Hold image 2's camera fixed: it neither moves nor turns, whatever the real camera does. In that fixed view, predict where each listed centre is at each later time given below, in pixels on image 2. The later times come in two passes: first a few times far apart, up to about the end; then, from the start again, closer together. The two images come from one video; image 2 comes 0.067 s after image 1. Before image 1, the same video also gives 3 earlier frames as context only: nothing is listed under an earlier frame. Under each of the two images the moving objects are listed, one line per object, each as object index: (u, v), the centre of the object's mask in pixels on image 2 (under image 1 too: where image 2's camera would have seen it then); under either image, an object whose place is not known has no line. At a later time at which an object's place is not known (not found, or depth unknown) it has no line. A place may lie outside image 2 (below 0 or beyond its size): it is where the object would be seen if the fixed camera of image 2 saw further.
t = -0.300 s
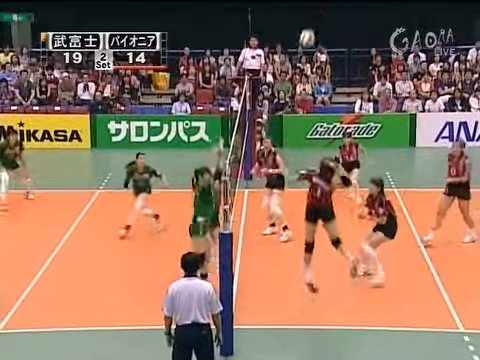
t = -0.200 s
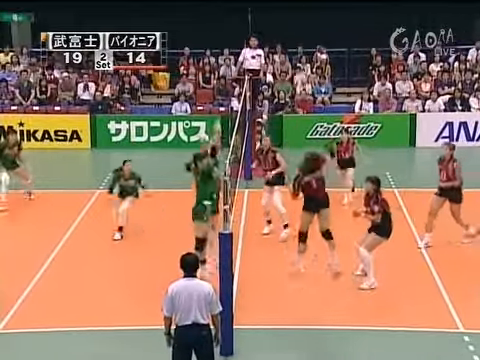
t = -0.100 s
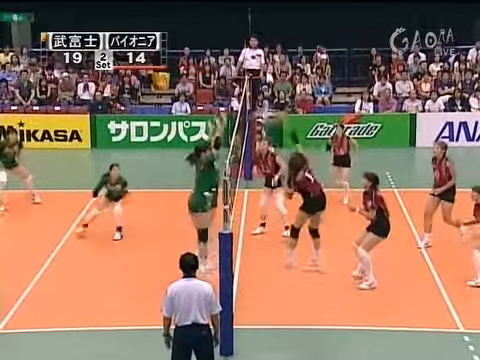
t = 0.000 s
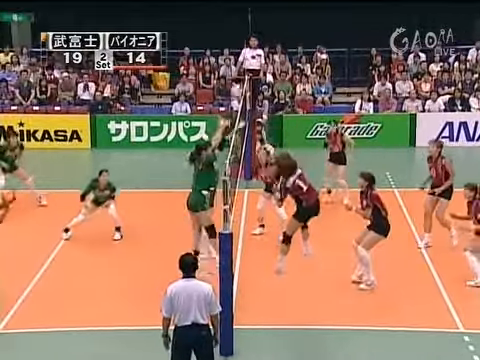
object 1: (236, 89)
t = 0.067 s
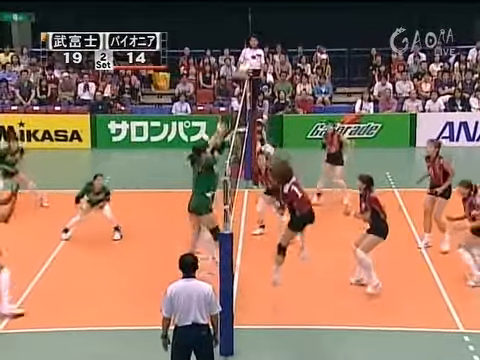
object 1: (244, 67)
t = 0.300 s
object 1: (269, 17)
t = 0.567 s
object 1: (297, 5)
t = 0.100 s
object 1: (246, 60)
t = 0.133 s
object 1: (250, 47)
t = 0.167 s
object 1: (255, 41)
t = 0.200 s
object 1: (259, 34)
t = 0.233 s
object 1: (262, 28)
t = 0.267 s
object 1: (265, 22)
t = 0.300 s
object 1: (269, 17)
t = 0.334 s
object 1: (272, 12)
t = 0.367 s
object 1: (276, 8)
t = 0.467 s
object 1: (286, 5)
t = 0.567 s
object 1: (297, 5)
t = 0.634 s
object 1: (303, 8)
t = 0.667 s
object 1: (307, 11)
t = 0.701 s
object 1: (310, 16)
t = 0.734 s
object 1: (313, 21)
